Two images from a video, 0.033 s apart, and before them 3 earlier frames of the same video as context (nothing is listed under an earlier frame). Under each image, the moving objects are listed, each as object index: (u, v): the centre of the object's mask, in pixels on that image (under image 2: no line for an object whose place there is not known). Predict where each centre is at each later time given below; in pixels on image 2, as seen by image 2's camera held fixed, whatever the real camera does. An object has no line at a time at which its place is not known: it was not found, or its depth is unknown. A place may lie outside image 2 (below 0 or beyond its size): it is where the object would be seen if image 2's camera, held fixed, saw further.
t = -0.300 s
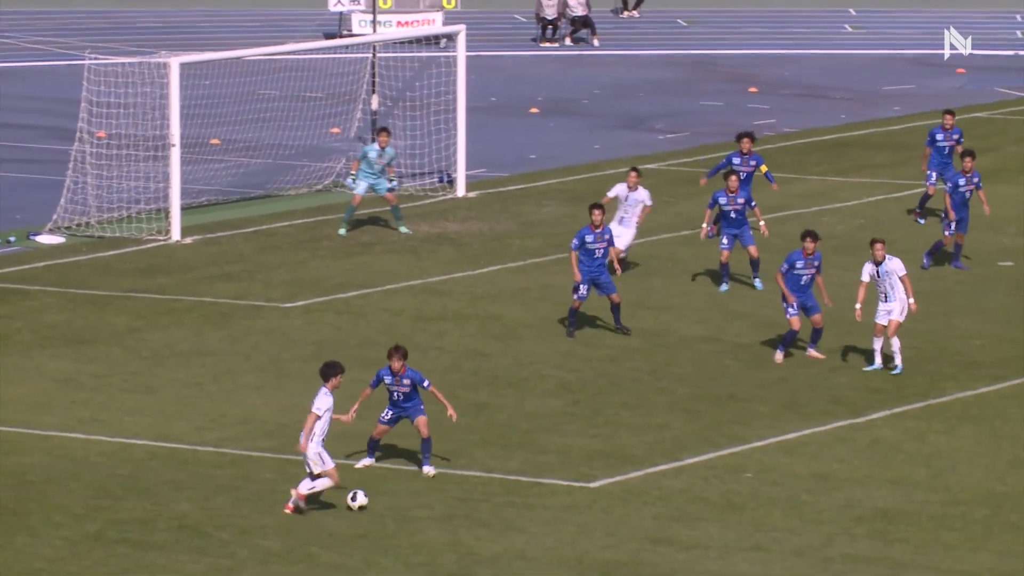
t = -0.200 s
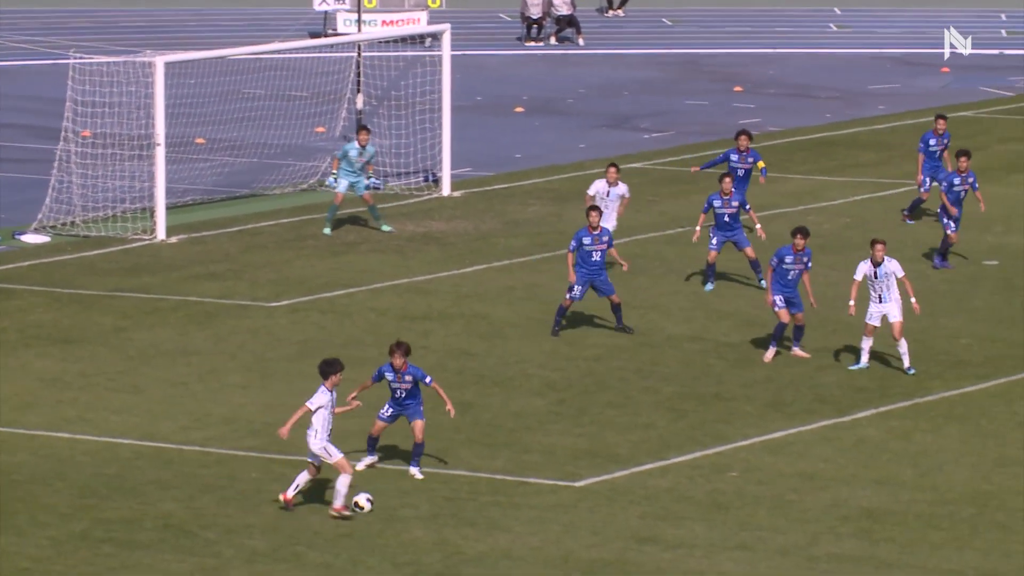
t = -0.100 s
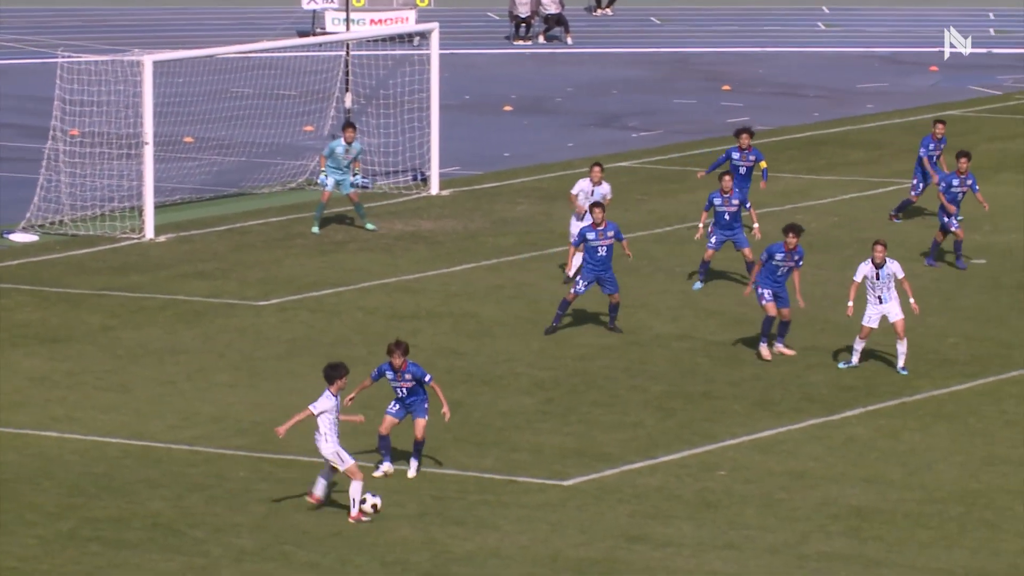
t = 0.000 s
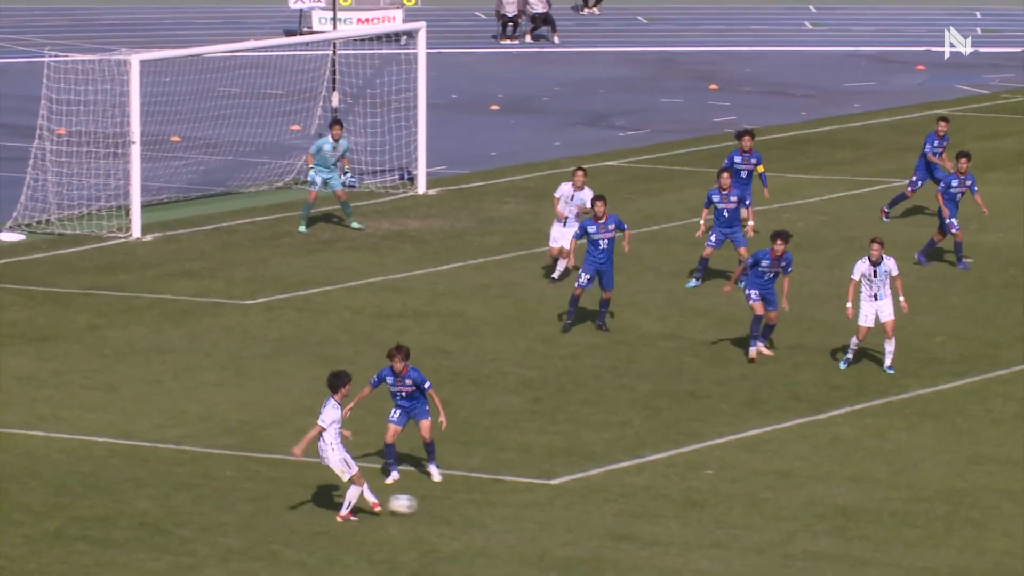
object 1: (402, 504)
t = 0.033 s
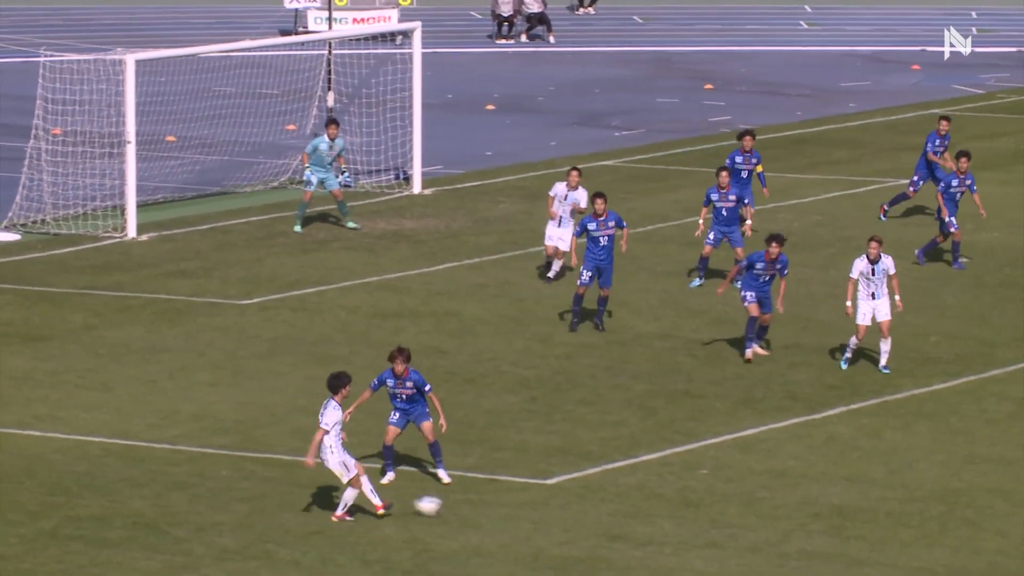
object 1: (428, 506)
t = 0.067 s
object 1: (458, 507)
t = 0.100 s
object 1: (487, 510)
